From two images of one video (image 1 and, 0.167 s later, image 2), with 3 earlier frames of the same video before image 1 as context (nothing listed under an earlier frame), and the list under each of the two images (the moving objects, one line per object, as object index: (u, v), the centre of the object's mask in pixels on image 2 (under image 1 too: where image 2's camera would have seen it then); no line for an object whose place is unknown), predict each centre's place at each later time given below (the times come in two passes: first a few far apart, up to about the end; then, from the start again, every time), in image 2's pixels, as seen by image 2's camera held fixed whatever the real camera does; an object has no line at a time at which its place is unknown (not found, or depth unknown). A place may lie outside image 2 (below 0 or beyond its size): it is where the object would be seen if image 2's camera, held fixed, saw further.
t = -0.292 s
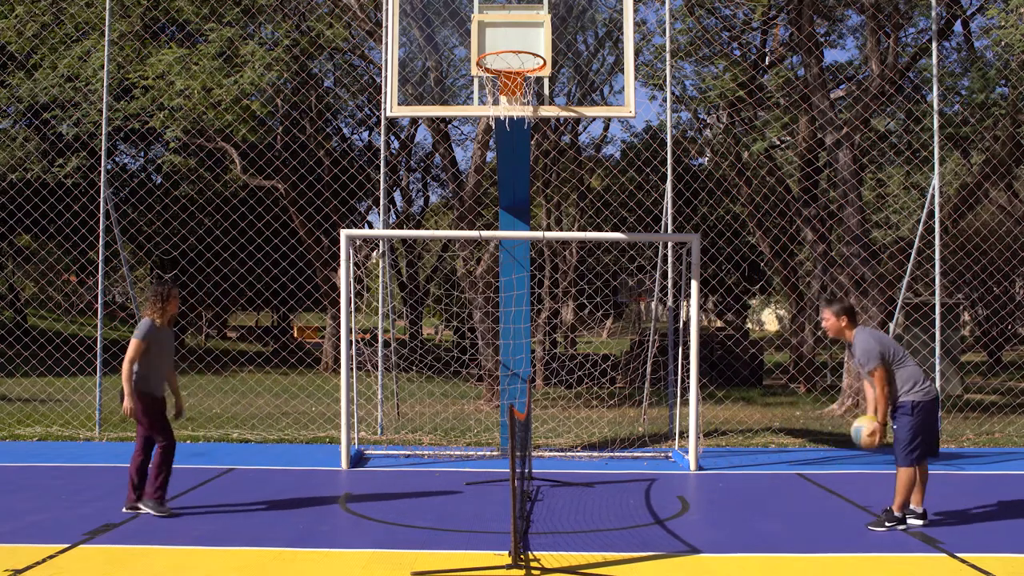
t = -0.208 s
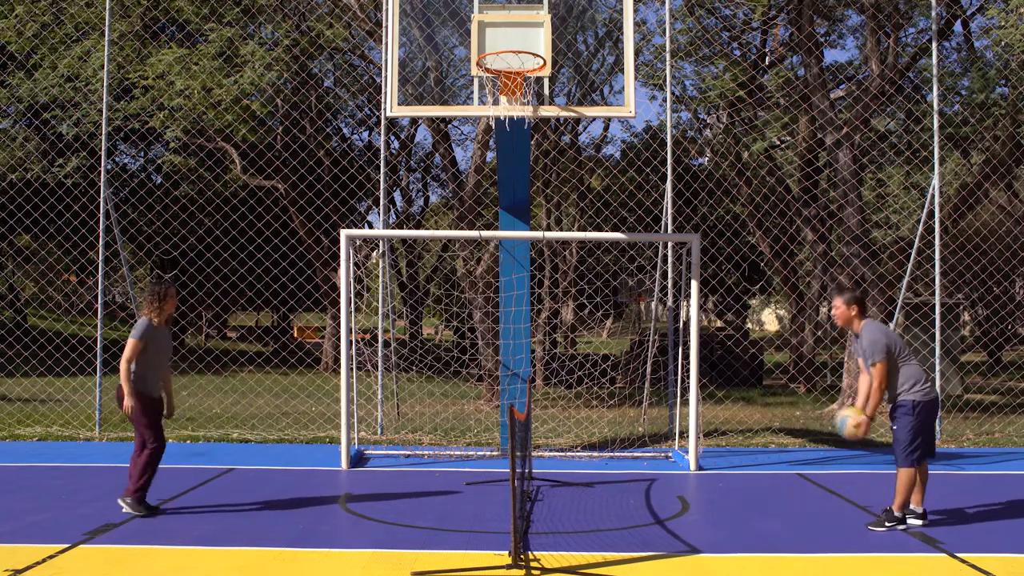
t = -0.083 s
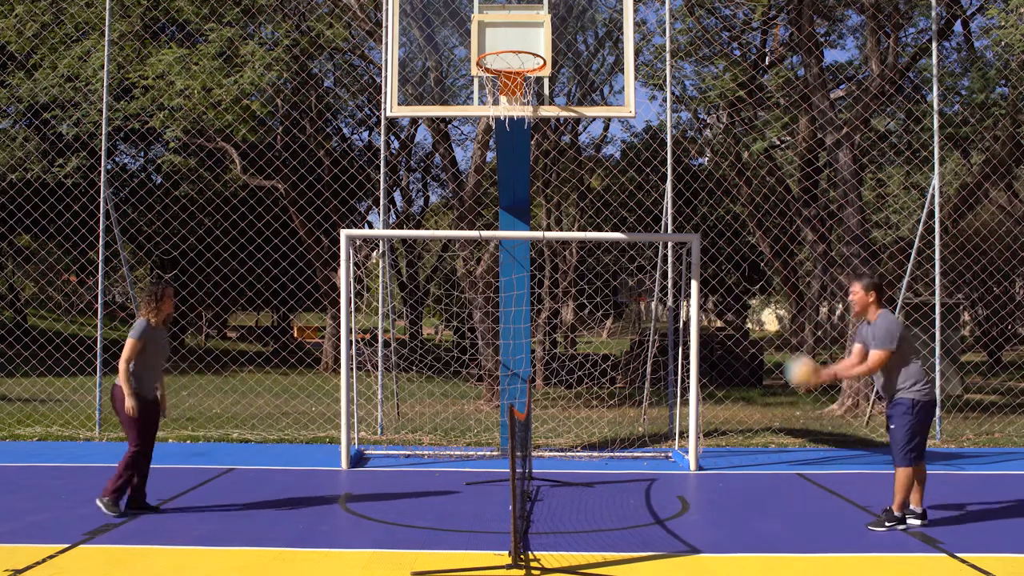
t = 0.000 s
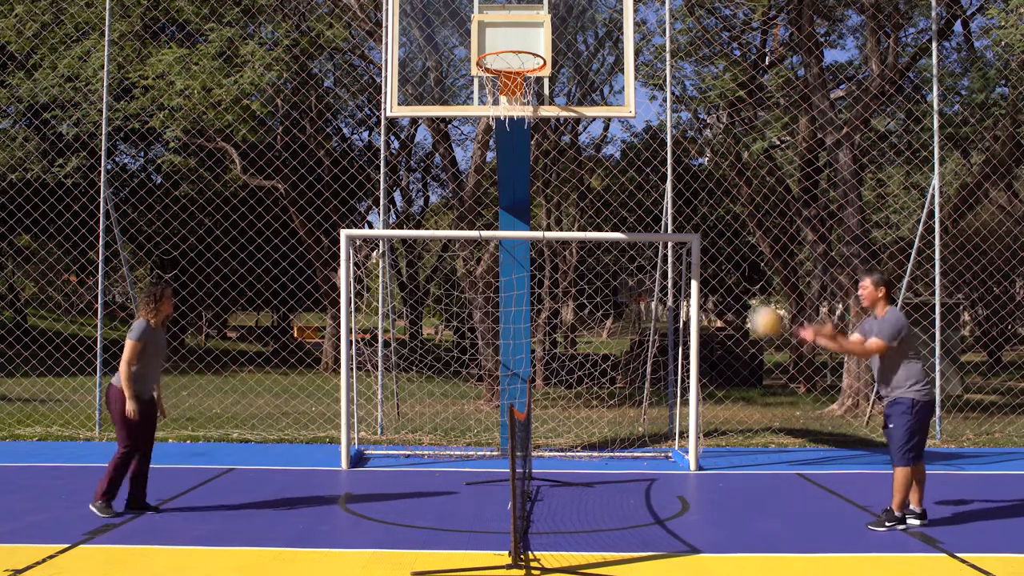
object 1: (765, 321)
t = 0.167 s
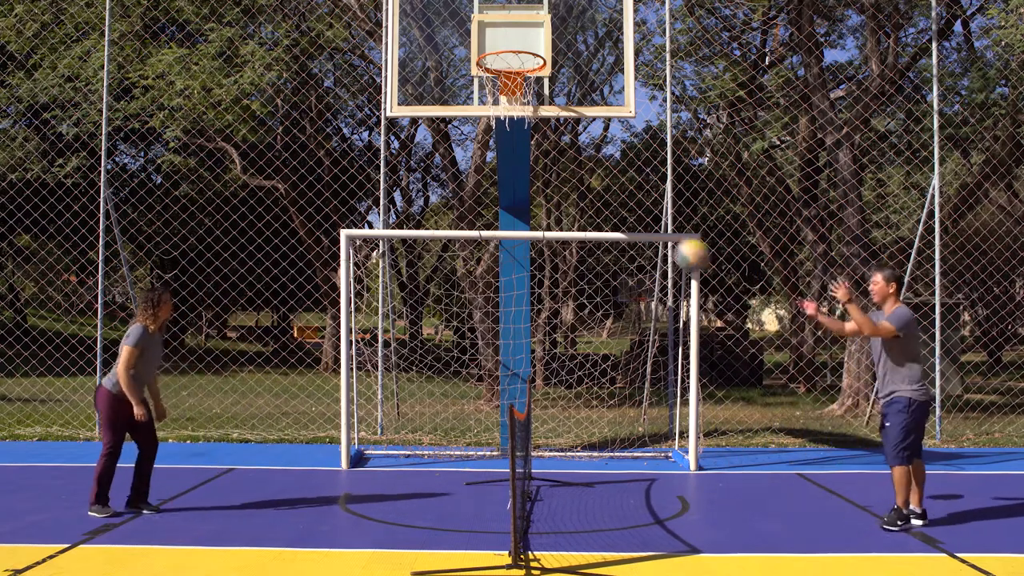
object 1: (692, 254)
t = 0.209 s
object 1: (674, 245)
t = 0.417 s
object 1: (586, 235)
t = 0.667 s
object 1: (482, 315)
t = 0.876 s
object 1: (400, 460)
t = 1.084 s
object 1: (346, 422)
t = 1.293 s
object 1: (307, 343)
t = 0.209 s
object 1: (674, 245)
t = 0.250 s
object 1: (655, 237)
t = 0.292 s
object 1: (638, 233)
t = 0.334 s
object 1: (621, 231)
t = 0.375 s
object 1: (602, 232)
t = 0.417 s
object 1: (586, 235)
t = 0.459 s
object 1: (568, 242)
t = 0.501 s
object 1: (550, 252)
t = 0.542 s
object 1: (533, 262)
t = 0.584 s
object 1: (516, 277)
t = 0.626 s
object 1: (499, 294)
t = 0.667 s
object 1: (482, 315)
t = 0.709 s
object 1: (464, 338)
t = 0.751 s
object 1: (449, 364)
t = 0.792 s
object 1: (432, 392)
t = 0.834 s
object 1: (417, 425)
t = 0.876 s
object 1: (400, 460)
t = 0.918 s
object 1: (384, 494)
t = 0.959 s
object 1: (372, 501)
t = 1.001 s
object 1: (363, 472)
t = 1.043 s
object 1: (356, 448)
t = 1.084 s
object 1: (346, 422)
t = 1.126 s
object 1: (338, 401)
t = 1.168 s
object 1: (330, 381)
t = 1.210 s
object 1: (321, 366)
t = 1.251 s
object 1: (316, 353)
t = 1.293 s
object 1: (307, 343)
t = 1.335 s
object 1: (299, 335)
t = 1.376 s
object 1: (291, 330)
